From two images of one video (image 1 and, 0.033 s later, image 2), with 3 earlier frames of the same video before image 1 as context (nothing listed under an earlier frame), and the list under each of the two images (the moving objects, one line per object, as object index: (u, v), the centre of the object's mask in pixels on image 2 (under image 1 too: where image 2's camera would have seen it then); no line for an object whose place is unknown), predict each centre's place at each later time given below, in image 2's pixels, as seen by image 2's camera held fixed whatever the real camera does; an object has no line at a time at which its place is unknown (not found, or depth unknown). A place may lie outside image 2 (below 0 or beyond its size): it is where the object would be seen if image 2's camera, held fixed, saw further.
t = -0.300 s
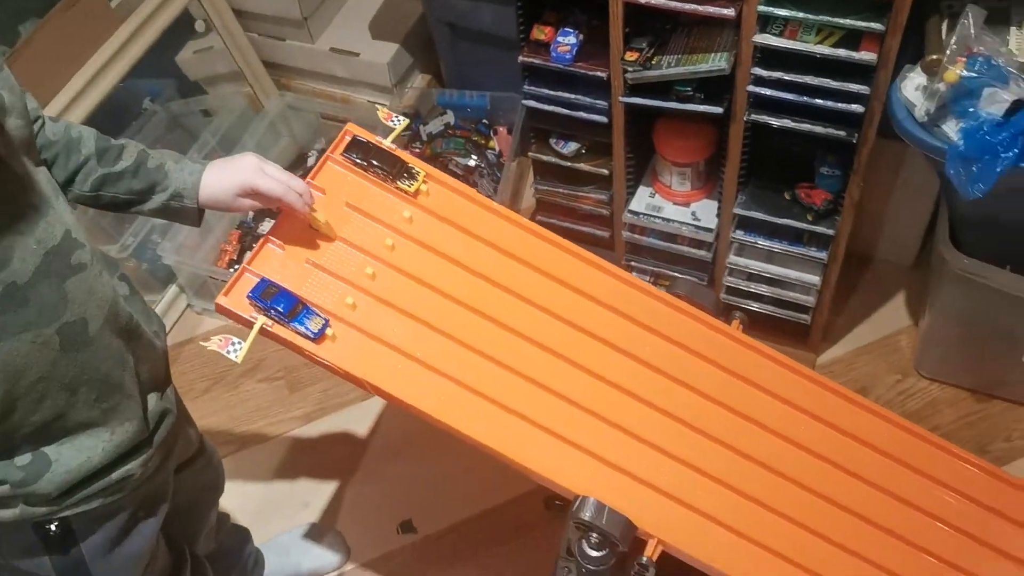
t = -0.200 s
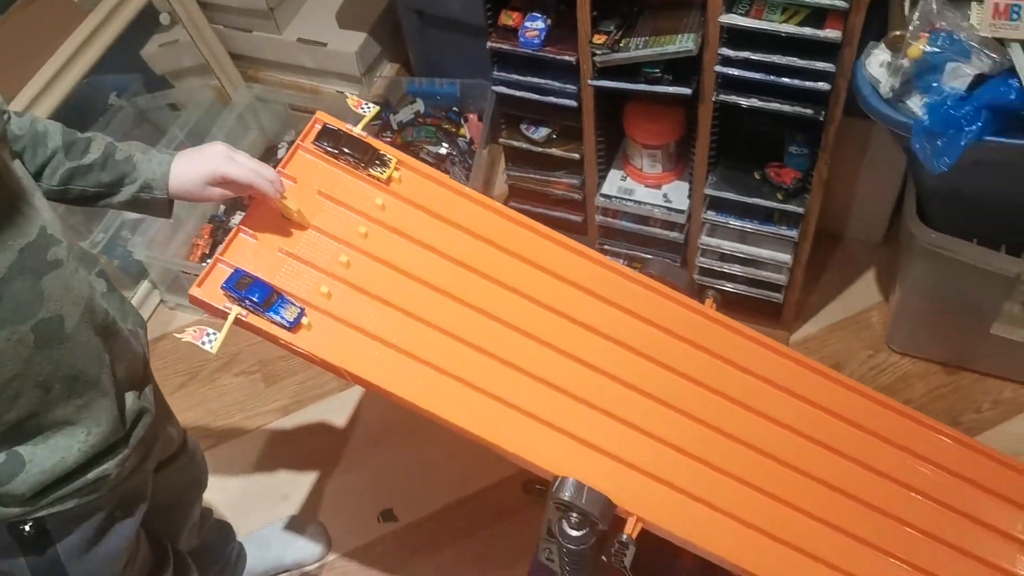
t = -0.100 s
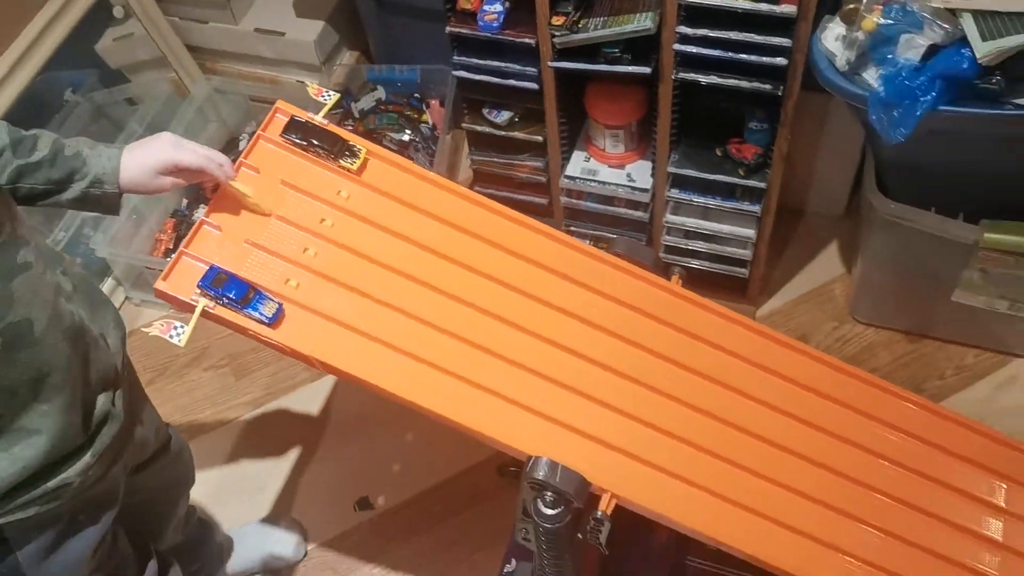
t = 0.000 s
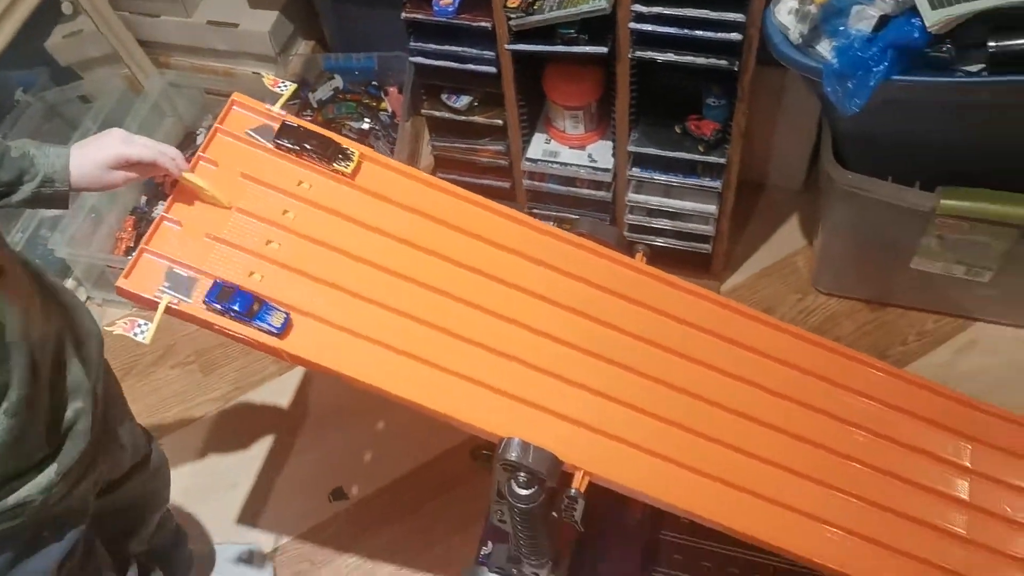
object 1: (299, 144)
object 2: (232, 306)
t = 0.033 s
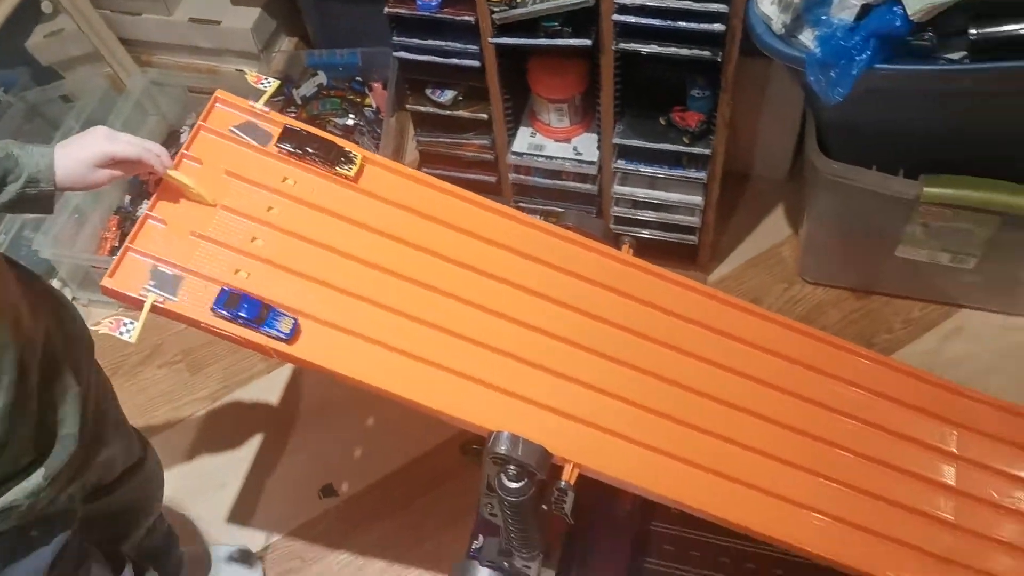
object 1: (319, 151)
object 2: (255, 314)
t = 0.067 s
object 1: (341, 160)
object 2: (281, 325)
